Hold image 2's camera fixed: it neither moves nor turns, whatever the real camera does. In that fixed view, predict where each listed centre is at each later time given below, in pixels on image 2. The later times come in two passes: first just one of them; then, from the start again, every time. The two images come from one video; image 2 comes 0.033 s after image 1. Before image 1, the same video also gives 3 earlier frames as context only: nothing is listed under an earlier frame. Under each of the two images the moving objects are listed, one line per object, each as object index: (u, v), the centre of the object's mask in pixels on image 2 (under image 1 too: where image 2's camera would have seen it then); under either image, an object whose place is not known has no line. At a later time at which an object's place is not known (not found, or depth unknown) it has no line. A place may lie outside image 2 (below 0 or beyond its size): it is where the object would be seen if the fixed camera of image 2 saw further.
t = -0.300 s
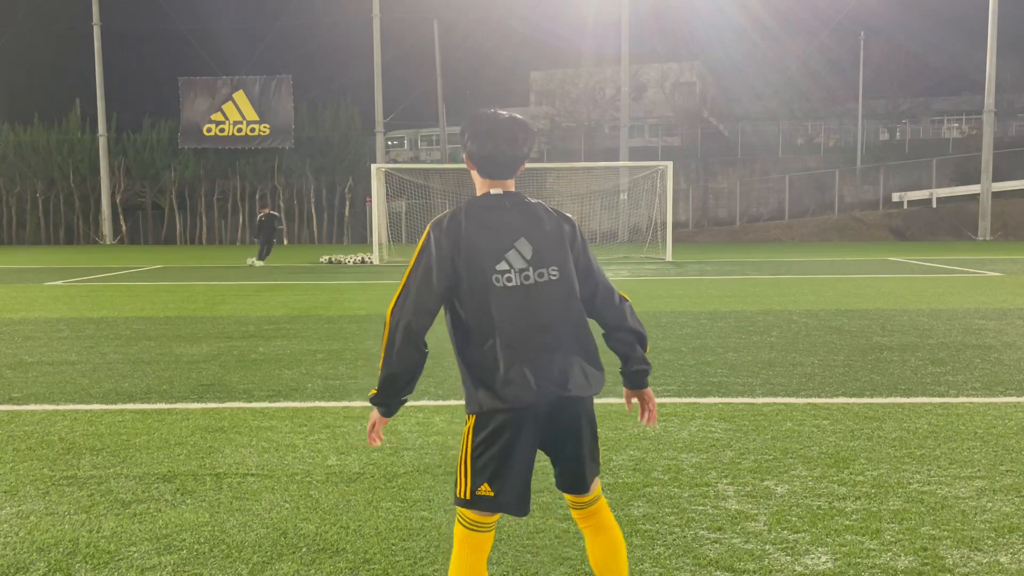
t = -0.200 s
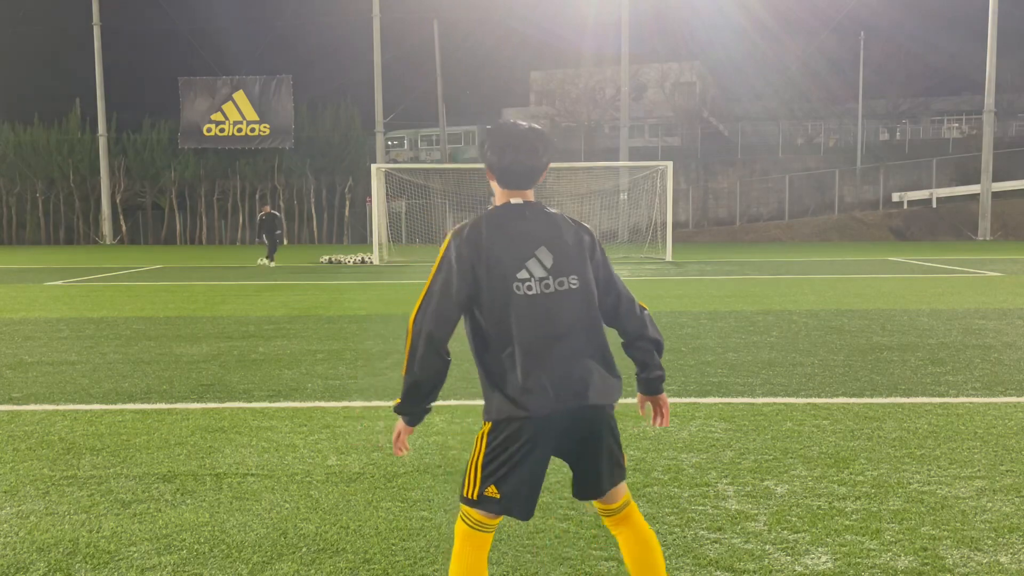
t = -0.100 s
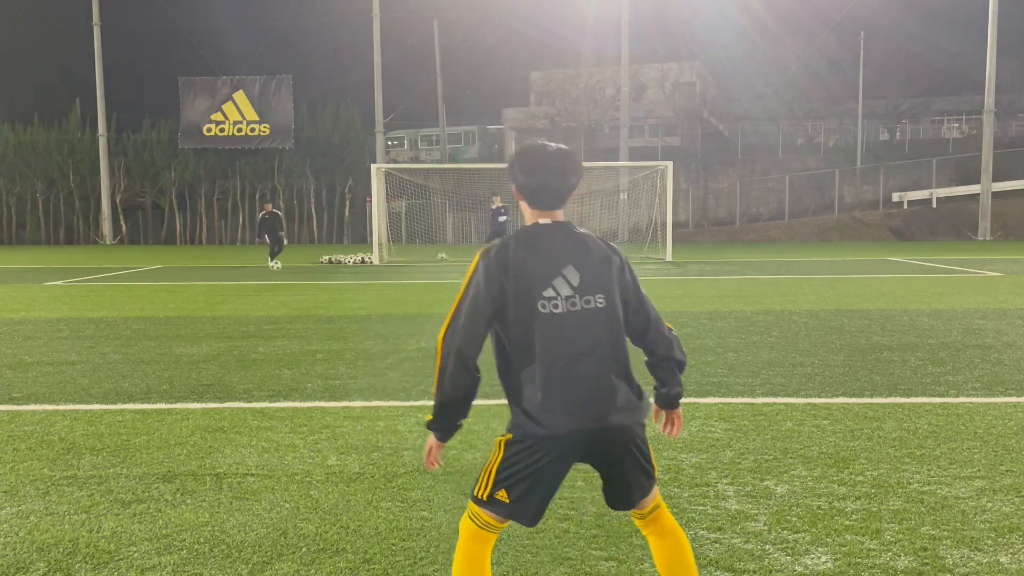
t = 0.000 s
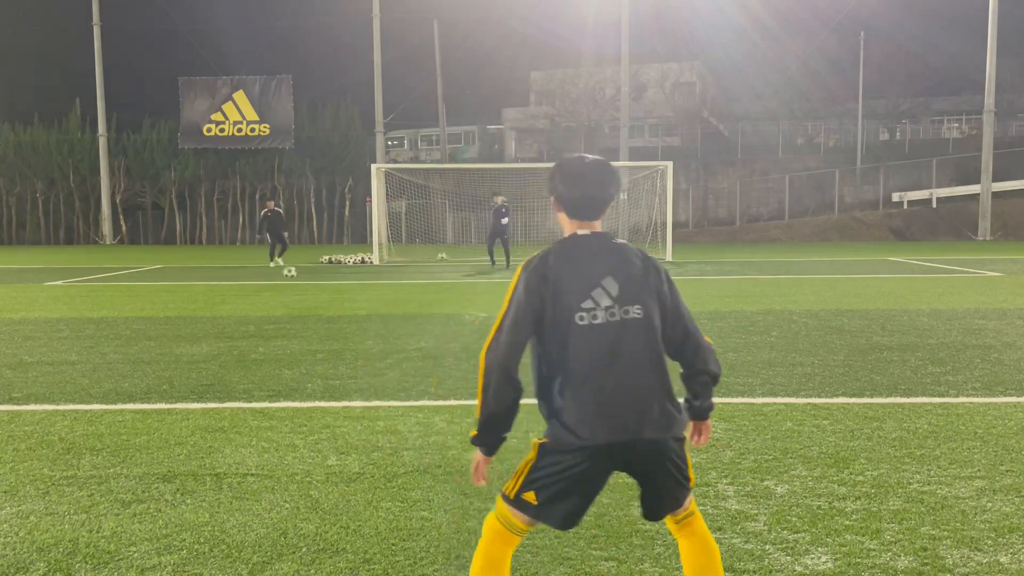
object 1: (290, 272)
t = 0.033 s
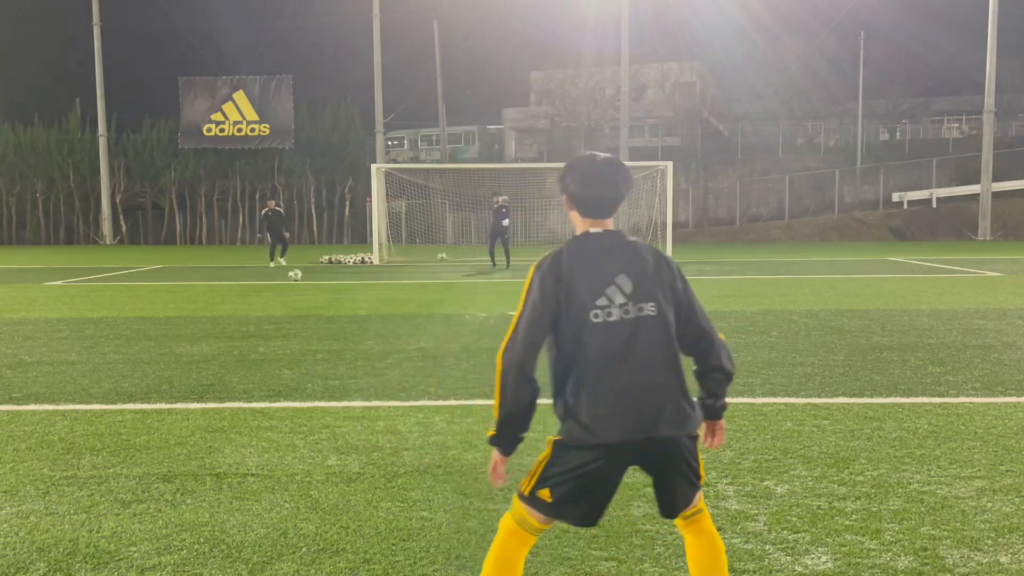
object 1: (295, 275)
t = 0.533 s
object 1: (410, 343)
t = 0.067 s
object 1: (301, 278)
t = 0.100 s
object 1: (307, 283)
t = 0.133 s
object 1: (313, 289)
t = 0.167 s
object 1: (320, 295)
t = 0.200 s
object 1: (327, 298)
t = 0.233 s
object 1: (332, 297)
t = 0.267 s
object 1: (340, 298)
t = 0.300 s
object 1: (346, 299)
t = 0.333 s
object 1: (354, 302)
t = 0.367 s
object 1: (362, 304)
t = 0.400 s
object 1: (370, 310)
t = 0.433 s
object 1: (379, 316)
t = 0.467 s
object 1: (389, 323)
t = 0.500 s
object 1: (399, 333)
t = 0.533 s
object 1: (410, 343)
